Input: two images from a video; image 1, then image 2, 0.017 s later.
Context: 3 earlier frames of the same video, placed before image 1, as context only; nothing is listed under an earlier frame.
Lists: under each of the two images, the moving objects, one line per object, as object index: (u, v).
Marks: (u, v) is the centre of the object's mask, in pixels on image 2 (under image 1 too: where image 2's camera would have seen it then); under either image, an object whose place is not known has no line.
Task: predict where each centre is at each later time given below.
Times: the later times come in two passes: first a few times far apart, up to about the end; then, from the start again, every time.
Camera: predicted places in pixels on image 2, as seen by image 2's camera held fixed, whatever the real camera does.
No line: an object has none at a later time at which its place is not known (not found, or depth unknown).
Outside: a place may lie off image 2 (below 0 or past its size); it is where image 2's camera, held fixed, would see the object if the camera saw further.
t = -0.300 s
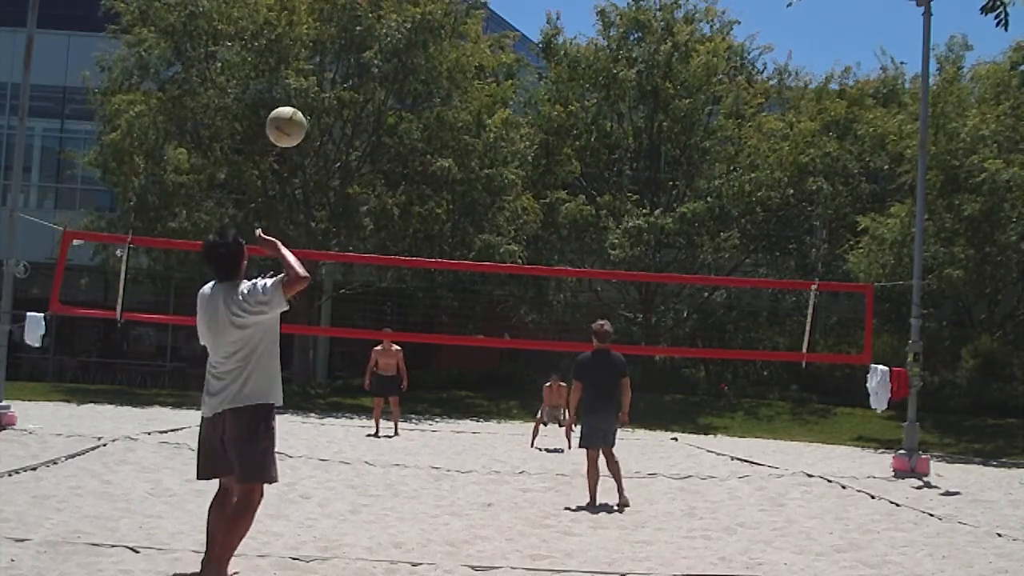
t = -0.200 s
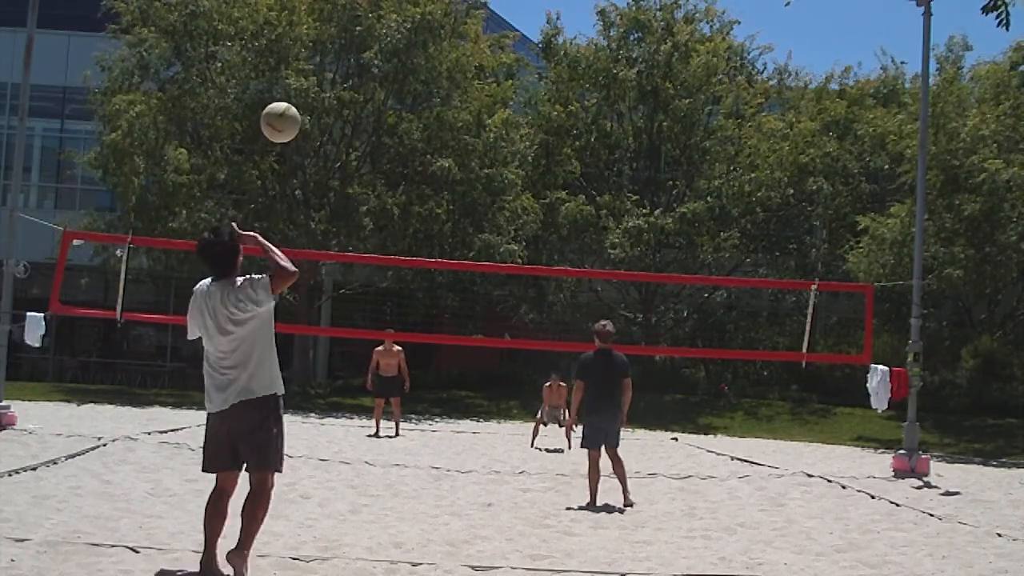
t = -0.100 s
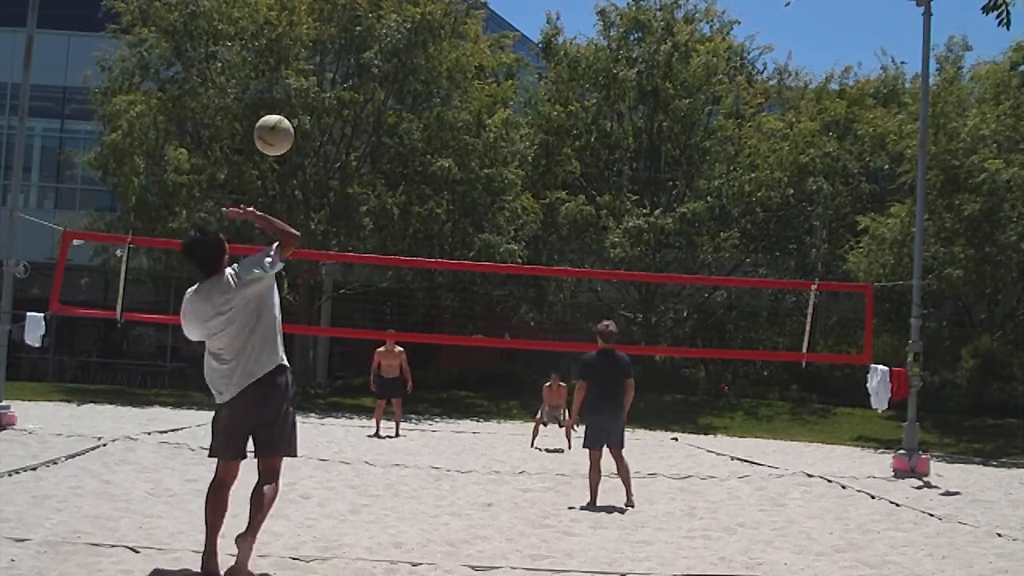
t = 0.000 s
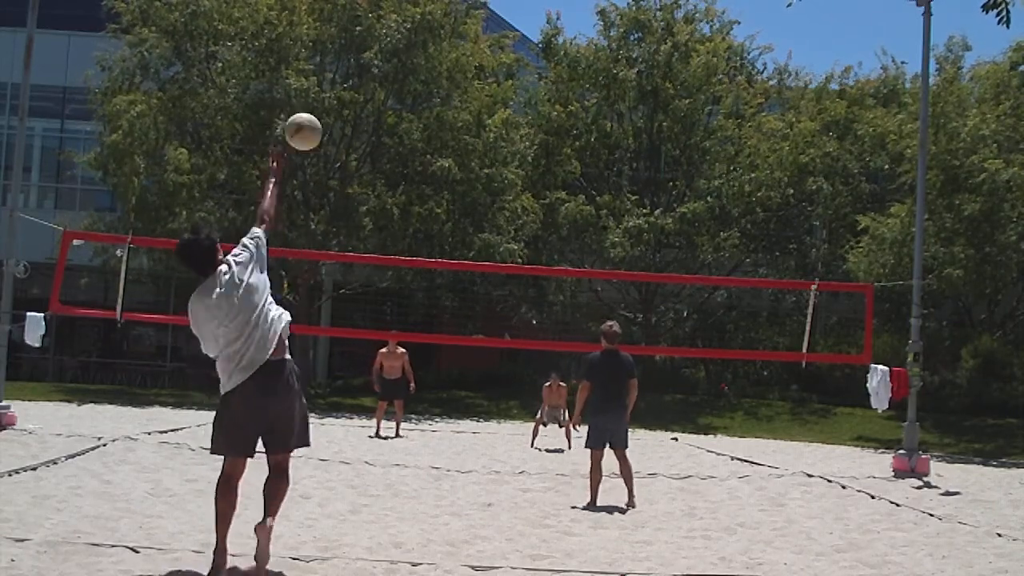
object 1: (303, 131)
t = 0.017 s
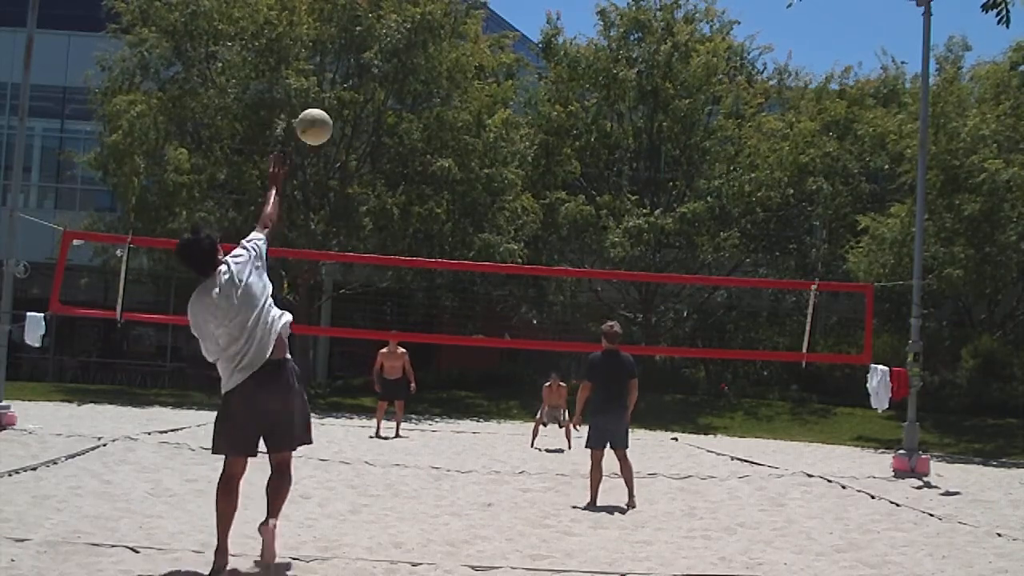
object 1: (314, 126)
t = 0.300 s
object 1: (441, 113)
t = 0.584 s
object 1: (502, 168)
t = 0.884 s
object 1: (539, 262)
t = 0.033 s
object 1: (324, 122)
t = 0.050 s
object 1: (335, 119)
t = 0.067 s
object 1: (344, 116)
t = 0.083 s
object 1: (353, 113)
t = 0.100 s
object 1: (362, 111)
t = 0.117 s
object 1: (370, 109)
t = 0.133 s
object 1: (378, 108)
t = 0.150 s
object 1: (386, 107)
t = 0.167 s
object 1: (393, 106)
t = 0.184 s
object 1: (400, 106)
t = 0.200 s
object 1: (407, 106)
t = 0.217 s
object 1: (413, 107)
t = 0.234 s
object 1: (419, 108)
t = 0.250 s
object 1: (425, 109)
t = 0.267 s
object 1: (430, 110)
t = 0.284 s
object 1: (435, 111)
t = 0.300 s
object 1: (441, 113)
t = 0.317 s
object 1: (445, 115)
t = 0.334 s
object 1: (450, 117)
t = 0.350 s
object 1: (454, 119)
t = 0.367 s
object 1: (459, 122)
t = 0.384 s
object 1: (462, 125)
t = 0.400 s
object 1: (467, 127)
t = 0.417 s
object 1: (470, 130)
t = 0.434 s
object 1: (474, 133)
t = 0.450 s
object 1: (477, 137)
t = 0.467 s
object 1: (481, 140)
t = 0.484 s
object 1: (484, 144)
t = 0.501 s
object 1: (487, 148)
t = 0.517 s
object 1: (490, 152)
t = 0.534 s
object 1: (493, 155)
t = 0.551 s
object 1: (496, 160)
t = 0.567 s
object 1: (499, 164)
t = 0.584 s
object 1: (502, 168)
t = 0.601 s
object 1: (504, 173)
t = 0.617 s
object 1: (506, 178)
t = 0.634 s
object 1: (509, 182)
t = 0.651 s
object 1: (511, 187)
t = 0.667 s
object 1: (514, 192)
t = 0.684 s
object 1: (516, 197)
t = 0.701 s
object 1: (518, 202)
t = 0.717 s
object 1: (520, 207)
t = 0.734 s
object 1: (522, 213)
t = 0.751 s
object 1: (524, 218)
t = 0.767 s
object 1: (527, 223)
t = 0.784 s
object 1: (529, 229)
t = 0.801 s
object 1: (531, 234)
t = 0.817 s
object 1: (532, 240)
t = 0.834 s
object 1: (534, 246)
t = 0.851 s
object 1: (536, 252)
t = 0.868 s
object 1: (537, 258)
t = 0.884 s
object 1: (539, 262)
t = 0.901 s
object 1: (541, 265)
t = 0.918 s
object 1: (542, 280)
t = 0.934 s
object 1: (544, 283)
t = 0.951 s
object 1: (545, 290)
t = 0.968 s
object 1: (547, 296)
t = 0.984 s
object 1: (548, 303)
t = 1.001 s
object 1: (550, 310)
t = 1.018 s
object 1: (551, 316)
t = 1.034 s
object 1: (552, 323)
